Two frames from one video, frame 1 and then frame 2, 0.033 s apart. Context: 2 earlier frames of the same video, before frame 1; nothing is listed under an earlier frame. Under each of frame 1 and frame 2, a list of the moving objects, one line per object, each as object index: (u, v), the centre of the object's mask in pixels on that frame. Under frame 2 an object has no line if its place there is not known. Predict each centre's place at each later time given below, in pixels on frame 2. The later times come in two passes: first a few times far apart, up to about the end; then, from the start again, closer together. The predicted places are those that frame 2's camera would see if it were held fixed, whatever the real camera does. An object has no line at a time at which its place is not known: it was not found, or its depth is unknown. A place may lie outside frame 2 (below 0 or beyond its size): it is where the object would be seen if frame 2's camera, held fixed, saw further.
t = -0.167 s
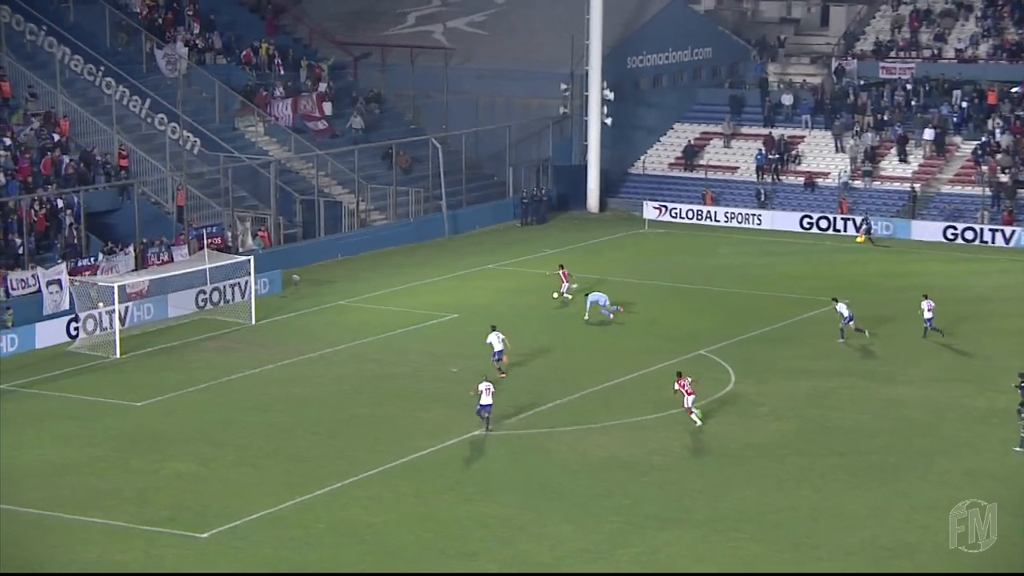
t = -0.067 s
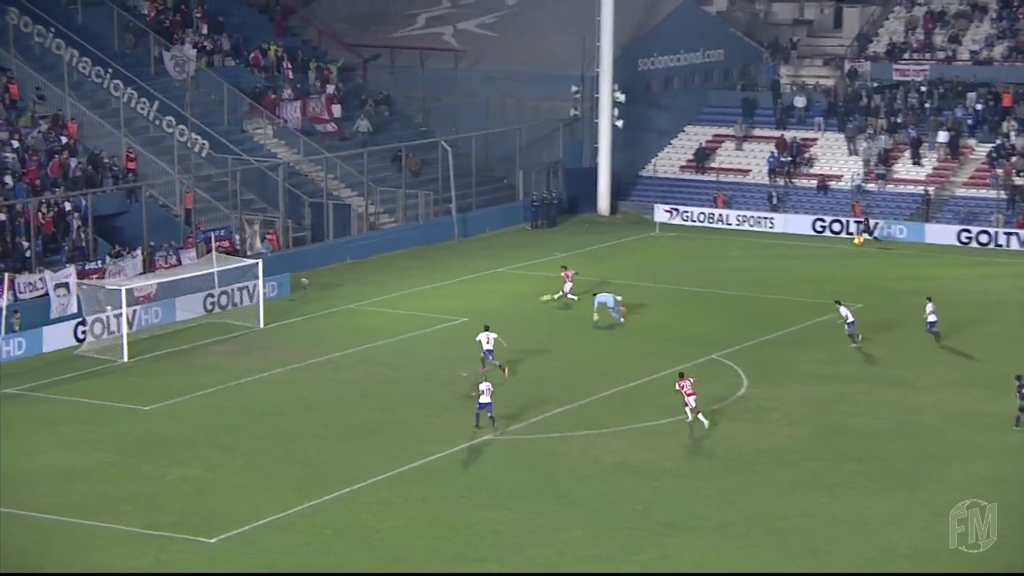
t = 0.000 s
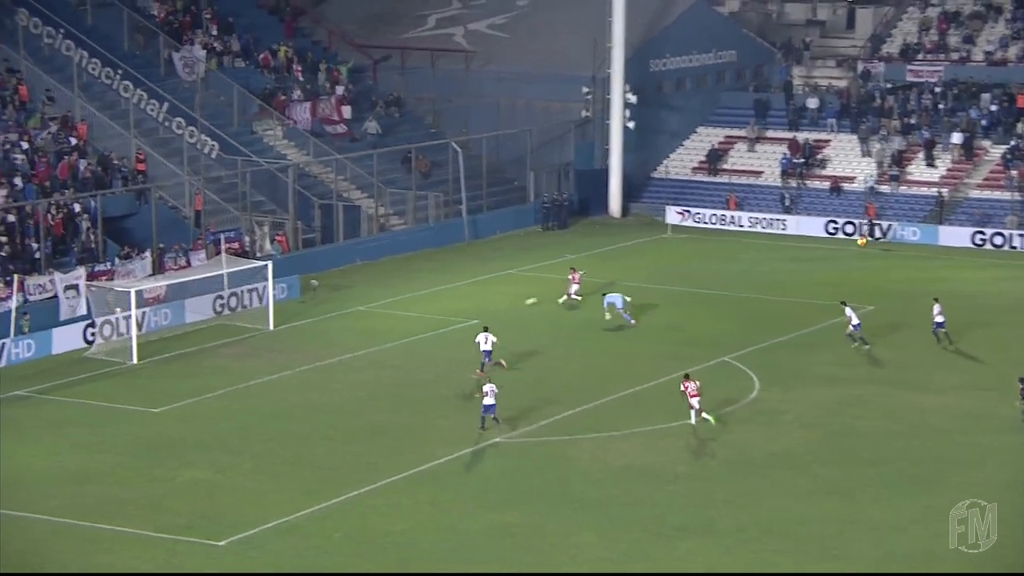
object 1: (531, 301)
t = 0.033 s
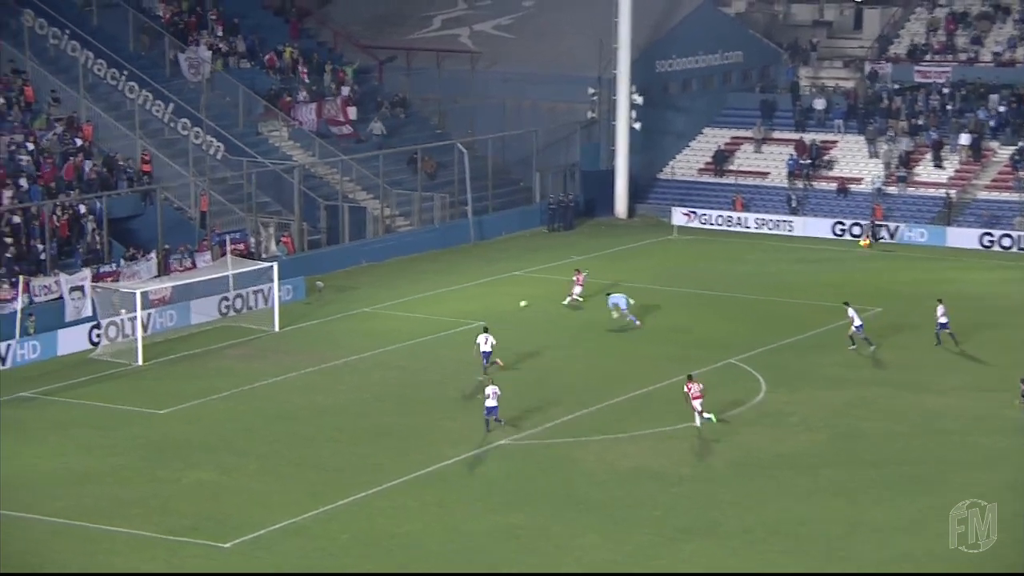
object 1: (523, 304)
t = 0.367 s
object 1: (394, 320)
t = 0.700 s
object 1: (284, 335)
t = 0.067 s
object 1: (509, 305)
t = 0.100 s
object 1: (495, 307)
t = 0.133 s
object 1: (482, 309)
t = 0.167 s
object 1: (469, 312)
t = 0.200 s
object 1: (455, 314)
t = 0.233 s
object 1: (442, 315)
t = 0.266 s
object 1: (430, 316)
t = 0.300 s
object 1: (418, 317)
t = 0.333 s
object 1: (405, 319)
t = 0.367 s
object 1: (394, 320)
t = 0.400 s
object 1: (382, 322)
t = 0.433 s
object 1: (370, 324)
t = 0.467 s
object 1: (359, 325)
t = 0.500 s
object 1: (349, 326)
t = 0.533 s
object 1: (337, 326)
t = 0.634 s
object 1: (306, 330)
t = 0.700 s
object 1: (284, 335)
